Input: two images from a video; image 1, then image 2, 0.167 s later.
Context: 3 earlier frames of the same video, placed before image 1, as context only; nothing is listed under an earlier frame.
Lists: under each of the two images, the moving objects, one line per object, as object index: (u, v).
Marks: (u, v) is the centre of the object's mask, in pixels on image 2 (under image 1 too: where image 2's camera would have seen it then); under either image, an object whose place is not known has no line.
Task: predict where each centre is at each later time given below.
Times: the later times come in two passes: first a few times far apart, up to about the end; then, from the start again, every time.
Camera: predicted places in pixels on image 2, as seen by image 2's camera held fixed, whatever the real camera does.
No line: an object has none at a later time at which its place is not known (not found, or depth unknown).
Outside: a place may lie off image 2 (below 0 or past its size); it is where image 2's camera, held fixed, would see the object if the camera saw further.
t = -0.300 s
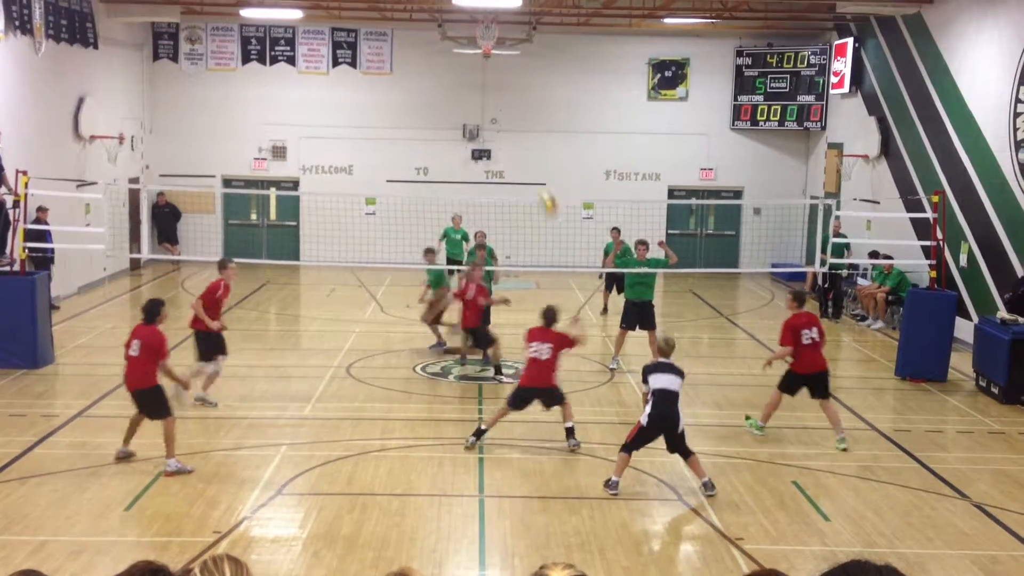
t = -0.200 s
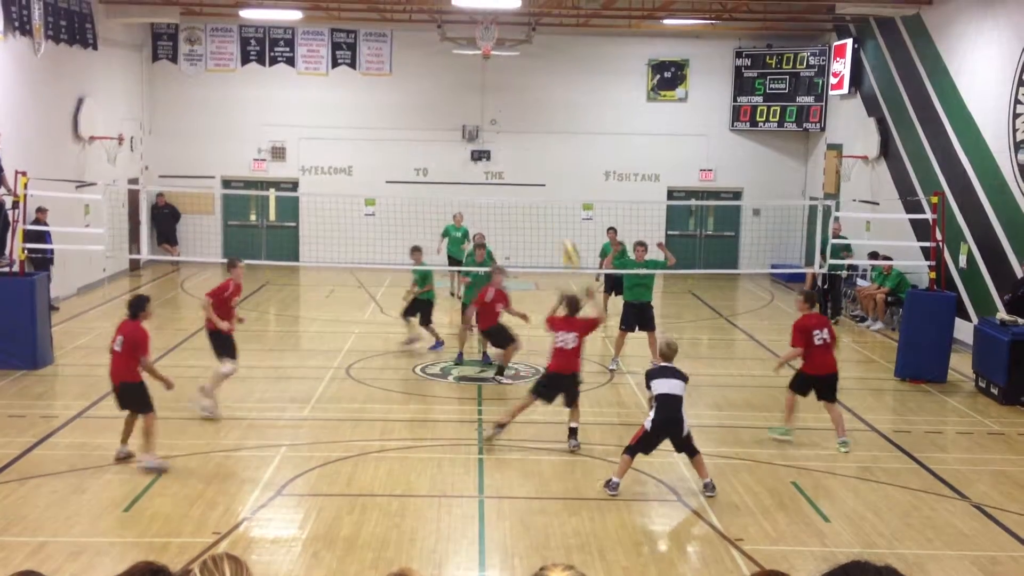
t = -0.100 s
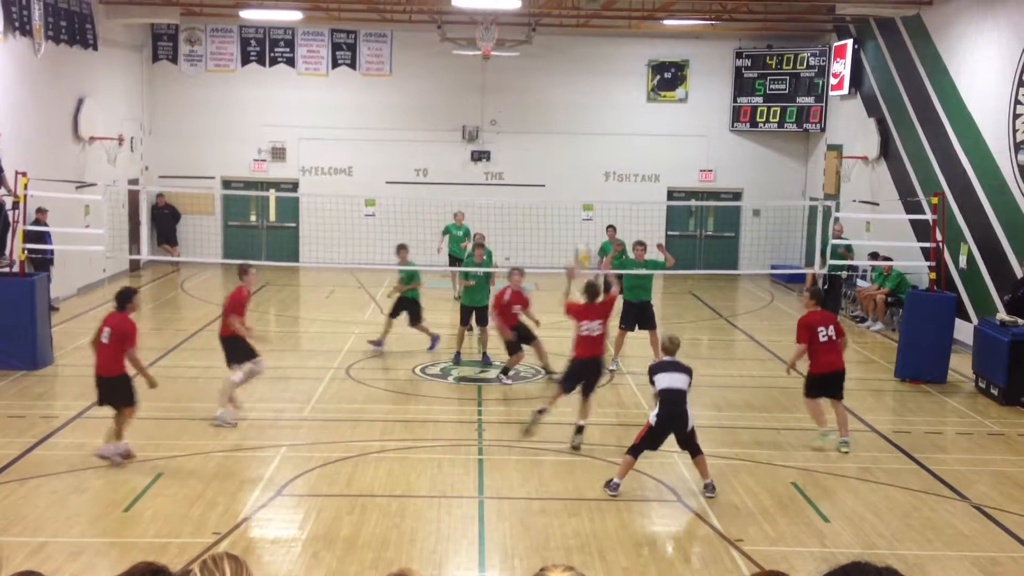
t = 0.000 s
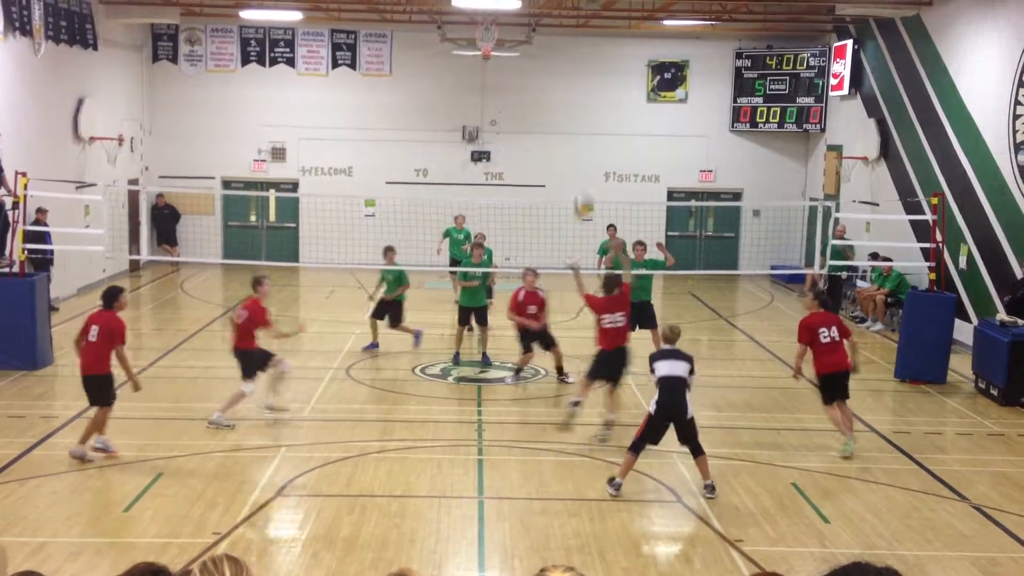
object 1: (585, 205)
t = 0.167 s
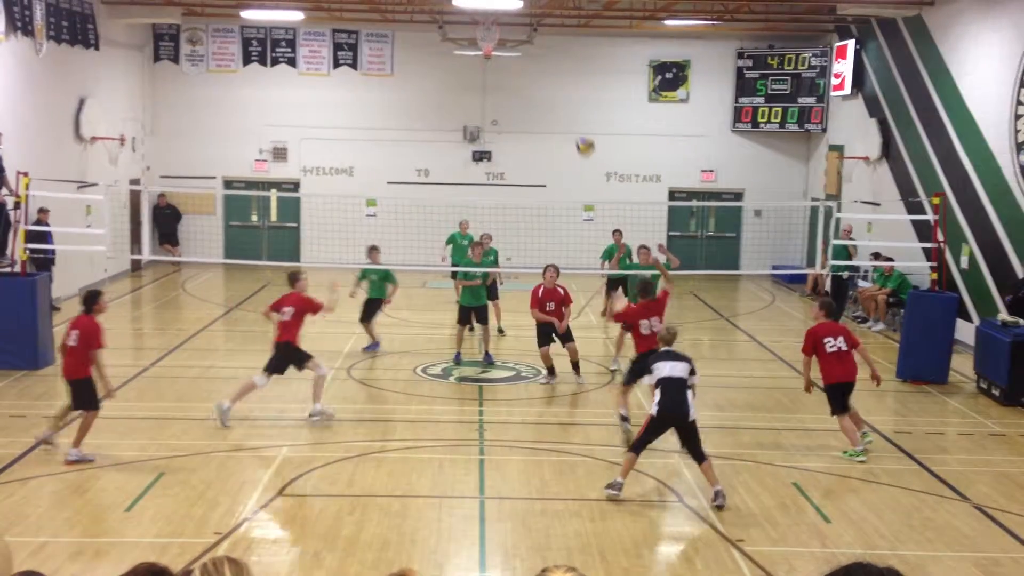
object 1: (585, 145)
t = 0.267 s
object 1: (586, 119)
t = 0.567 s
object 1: (585, 103)
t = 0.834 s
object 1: (583, 150)
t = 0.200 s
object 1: (586, 137)
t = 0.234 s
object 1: (586, 128)
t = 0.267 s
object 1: (586, 119)
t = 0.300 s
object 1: (586, 113)
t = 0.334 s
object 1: (586, 108)
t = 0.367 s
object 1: (586, 106)
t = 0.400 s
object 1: (586, 102)
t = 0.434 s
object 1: (586, 101)
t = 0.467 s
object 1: (586, 100)
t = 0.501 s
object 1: (586, 100)
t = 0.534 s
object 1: (585, 101)
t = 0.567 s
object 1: (585, 103)
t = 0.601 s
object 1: (585, 105)
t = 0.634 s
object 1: (585, 110)
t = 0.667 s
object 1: (585, 114)
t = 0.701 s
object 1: (584, 119)
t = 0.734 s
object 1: (584, 125)
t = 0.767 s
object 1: (584, 133)
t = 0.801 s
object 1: (584, 141)
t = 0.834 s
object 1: (583, 150)
